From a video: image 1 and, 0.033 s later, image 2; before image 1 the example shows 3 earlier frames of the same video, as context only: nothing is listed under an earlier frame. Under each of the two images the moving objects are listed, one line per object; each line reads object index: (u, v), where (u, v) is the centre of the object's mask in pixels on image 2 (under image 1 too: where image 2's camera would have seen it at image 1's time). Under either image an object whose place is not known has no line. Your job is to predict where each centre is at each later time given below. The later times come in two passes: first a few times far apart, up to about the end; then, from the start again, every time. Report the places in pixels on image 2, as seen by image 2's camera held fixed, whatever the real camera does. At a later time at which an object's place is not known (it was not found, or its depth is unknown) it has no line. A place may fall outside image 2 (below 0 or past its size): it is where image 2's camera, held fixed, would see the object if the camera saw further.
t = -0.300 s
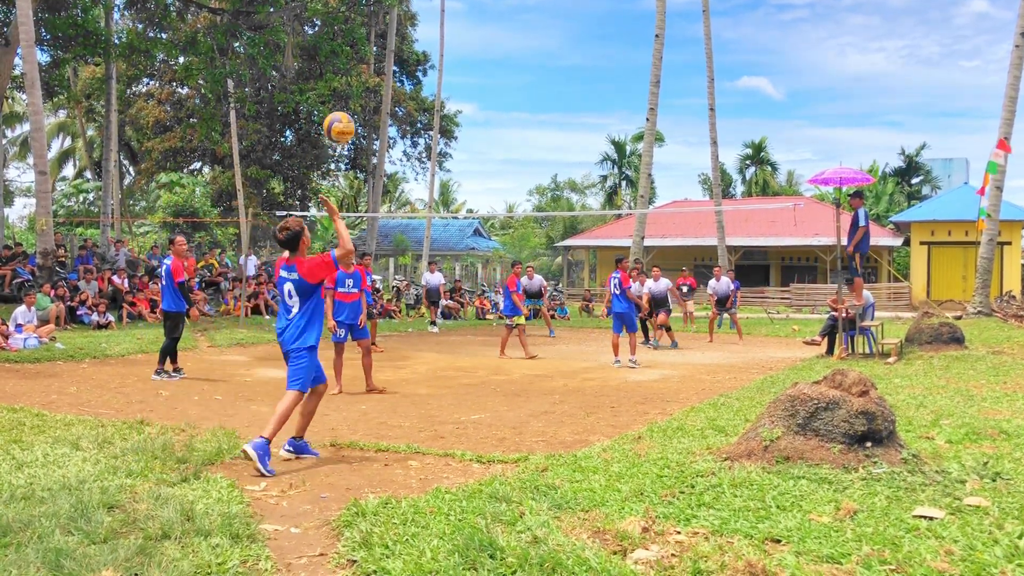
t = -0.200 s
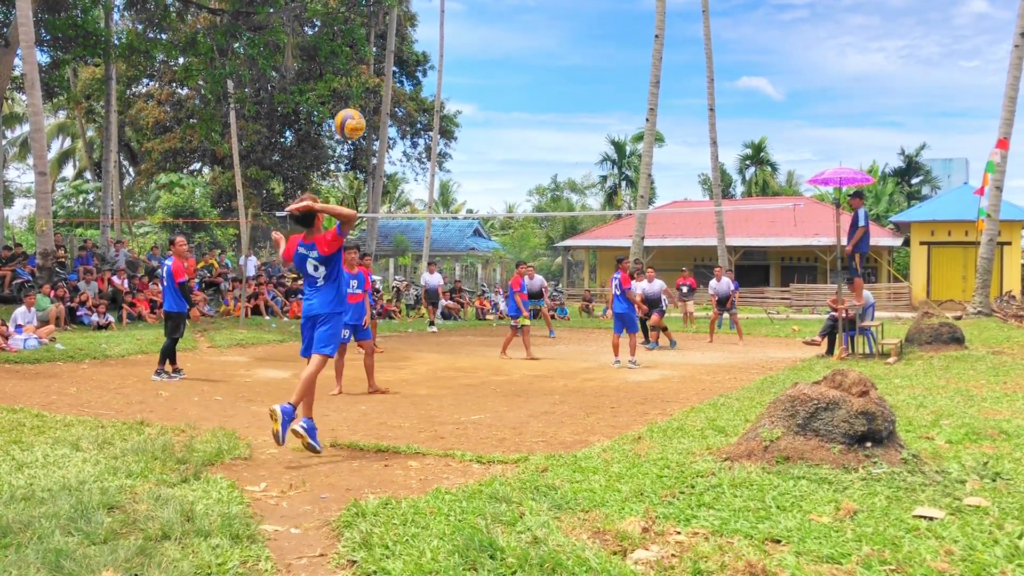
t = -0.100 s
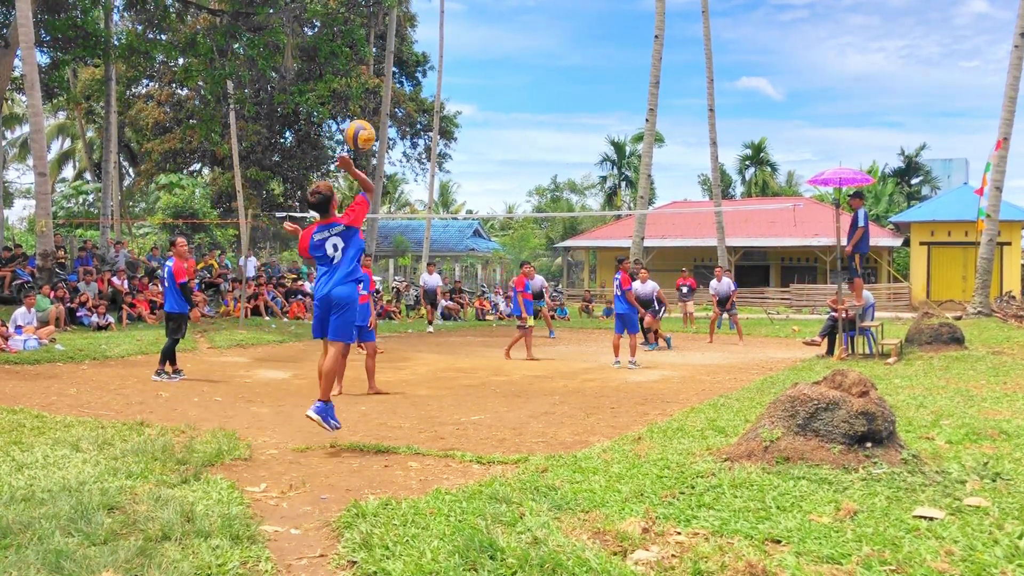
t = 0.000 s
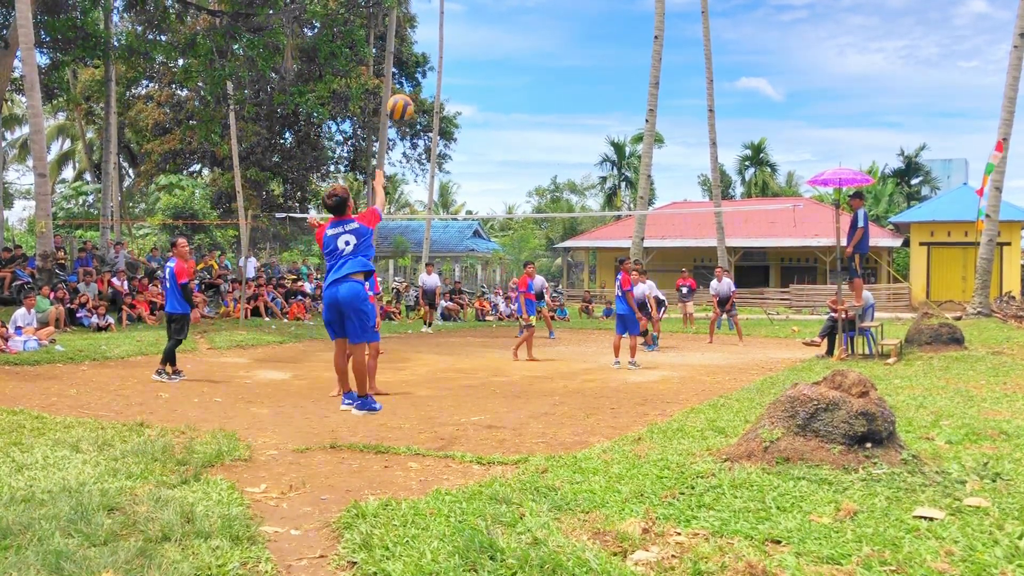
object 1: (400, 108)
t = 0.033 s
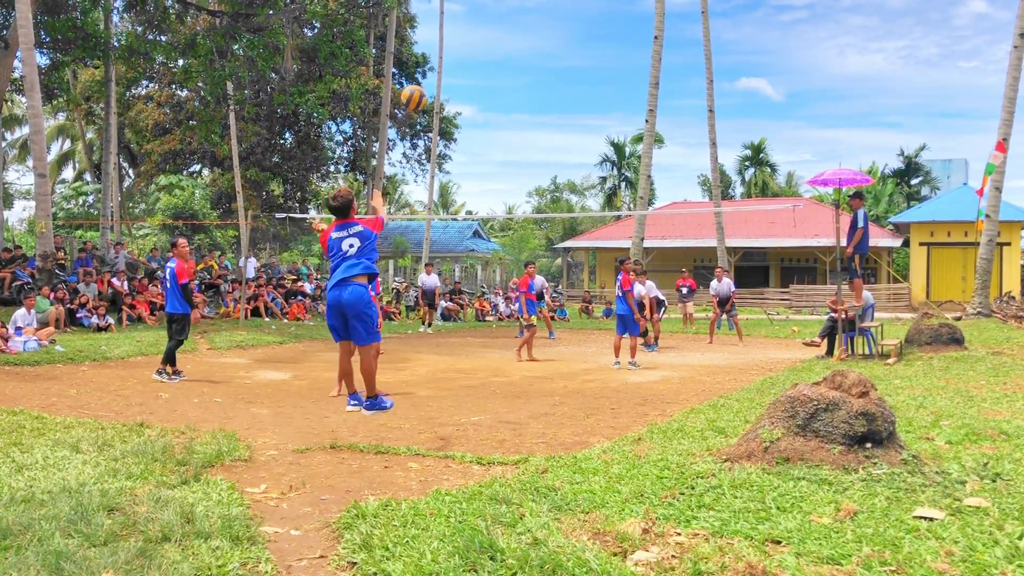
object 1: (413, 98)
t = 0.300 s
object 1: (487, 73)
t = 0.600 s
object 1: (535, 116)
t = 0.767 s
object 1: (553, 156)
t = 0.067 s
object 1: (425, 89)
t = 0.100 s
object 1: (437, 83)
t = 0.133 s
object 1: (446, 78)
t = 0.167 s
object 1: (456, 75)
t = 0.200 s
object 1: (464, 72)
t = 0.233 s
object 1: (472, 71)
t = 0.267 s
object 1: (480, 72)
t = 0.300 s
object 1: (487, 73)
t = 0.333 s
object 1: (494, 75)
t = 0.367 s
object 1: (500, 77)
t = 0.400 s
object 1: (506, 81)
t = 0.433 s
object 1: (512, 85)
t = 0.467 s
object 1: (517, 91)
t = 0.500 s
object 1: (522, 96)
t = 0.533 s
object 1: (526, 102)
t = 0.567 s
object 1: (531, 108)
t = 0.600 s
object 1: (535, 116)
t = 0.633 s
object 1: (539, 123)
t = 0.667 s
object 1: (542, 131)
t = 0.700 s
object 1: (546, 138)
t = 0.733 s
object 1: (549, 147)
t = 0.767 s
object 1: (553, 156)
